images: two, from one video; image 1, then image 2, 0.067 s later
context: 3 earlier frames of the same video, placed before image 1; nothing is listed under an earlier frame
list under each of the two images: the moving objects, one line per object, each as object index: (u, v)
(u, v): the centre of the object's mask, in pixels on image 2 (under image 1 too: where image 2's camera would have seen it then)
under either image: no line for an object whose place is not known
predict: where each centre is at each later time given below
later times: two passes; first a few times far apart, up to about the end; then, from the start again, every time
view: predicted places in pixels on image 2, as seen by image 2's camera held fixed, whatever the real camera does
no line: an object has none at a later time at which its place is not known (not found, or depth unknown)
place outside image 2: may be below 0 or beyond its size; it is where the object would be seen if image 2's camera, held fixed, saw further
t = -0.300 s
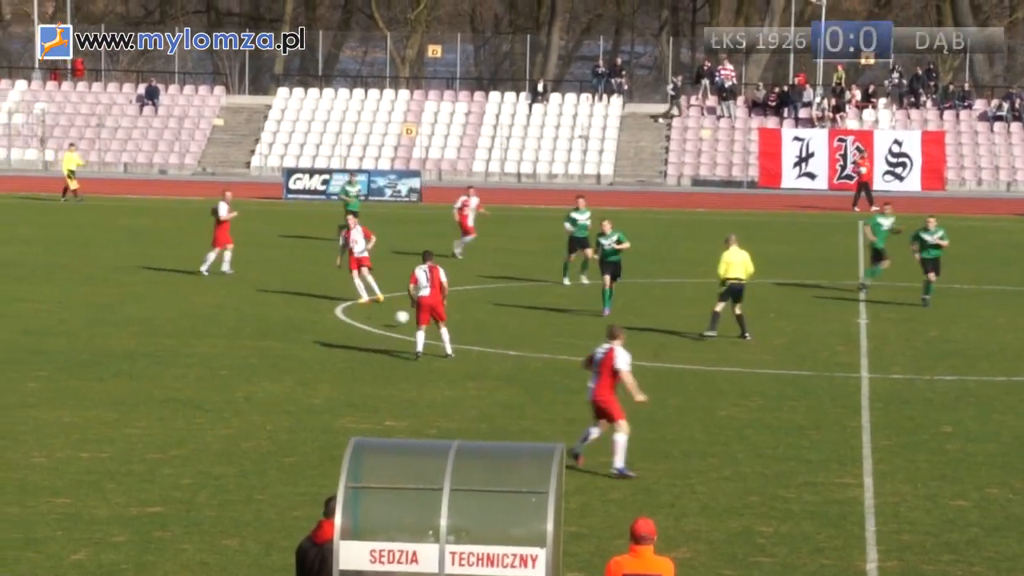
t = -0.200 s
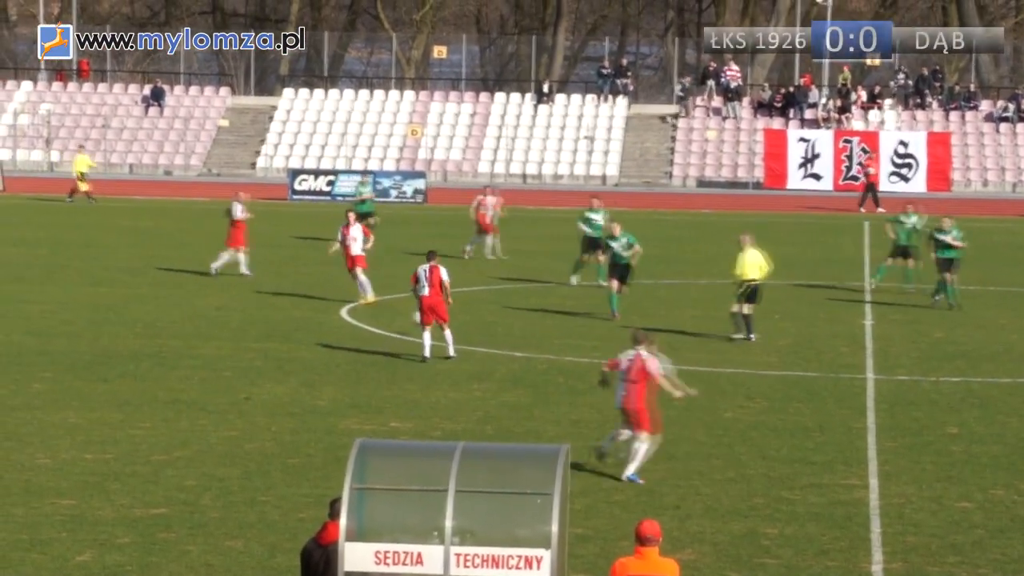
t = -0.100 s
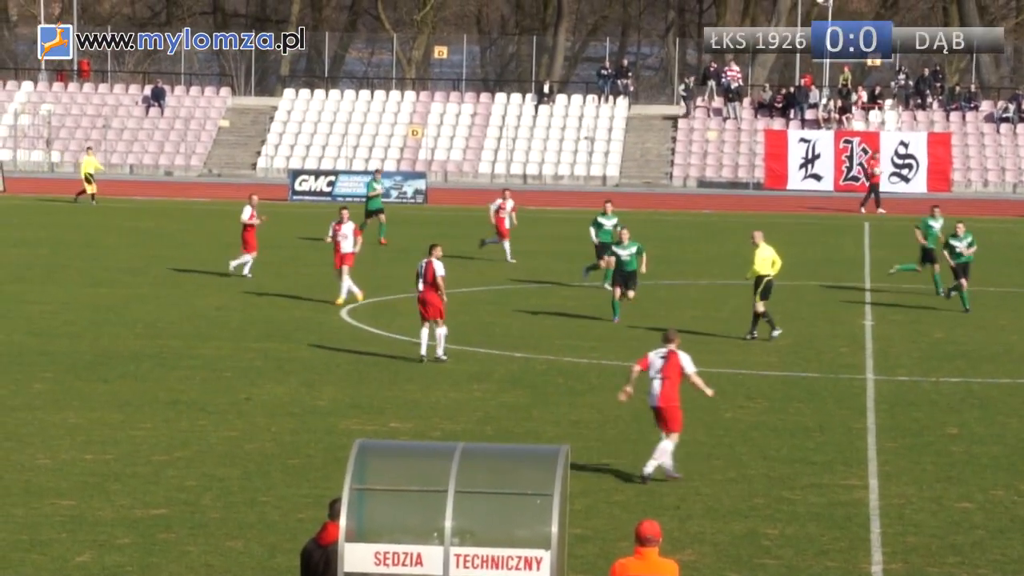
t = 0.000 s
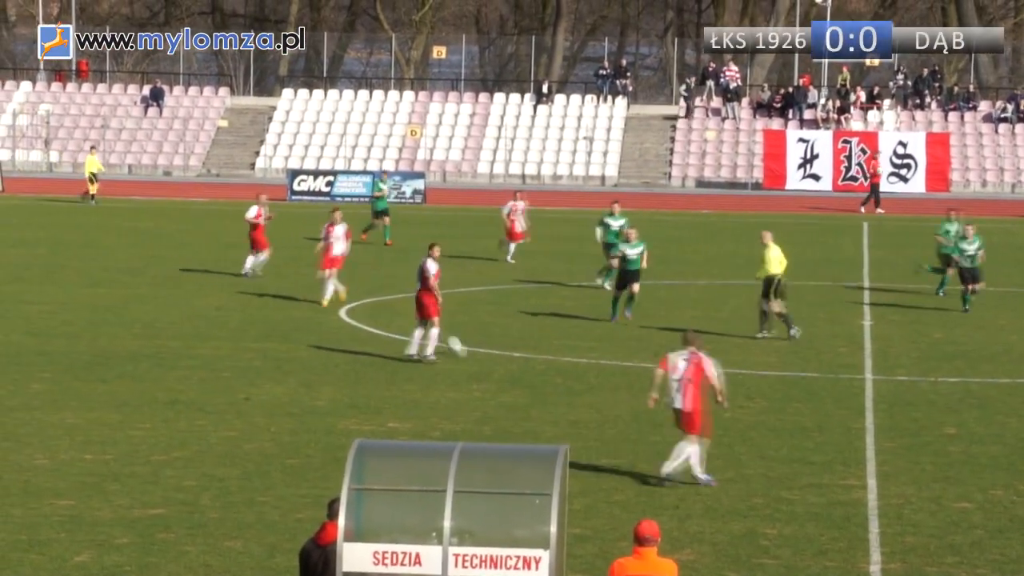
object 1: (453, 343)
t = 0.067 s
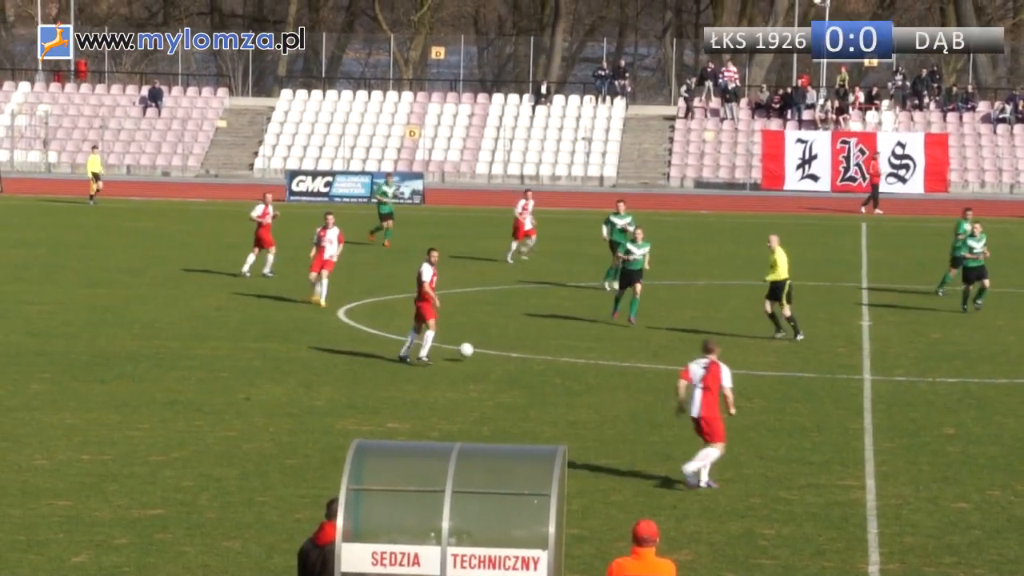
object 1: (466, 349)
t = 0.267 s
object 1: (503, 359)
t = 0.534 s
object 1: (556, 385)
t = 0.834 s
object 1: (613, 414)
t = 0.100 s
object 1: (473, 348)
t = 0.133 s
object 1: (480, 349)
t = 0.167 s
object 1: (485, 350)
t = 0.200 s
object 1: (489, 350)
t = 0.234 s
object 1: (495, 354)
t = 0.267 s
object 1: (503, 359)
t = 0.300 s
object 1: (510, 365)
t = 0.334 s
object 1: (518, 372)
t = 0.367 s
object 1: (526, 380)
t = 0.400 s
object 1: (529, 380)
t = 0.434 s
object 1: (533, 379)
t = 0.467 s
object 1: (541, 380)
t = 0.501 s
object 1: (548, 382)
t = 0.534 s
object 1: (556, 385)
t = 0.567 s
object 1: (563, 390)
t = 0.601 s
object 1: (567, 393)
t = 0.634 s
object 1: (572, 397)
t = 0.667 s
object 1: (580, 404)
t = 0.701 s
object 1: (588, 405)
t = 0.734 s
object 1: (596, 406)
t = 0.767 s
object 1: (604, 409)
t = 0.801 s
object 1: (605, 410)
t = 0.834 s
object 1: (613, 414)
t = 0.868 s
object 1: (622, 419)
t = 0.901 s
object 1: (631, 427)
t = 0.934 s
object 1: (640, 429)
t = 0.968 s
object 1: (650, 430)
